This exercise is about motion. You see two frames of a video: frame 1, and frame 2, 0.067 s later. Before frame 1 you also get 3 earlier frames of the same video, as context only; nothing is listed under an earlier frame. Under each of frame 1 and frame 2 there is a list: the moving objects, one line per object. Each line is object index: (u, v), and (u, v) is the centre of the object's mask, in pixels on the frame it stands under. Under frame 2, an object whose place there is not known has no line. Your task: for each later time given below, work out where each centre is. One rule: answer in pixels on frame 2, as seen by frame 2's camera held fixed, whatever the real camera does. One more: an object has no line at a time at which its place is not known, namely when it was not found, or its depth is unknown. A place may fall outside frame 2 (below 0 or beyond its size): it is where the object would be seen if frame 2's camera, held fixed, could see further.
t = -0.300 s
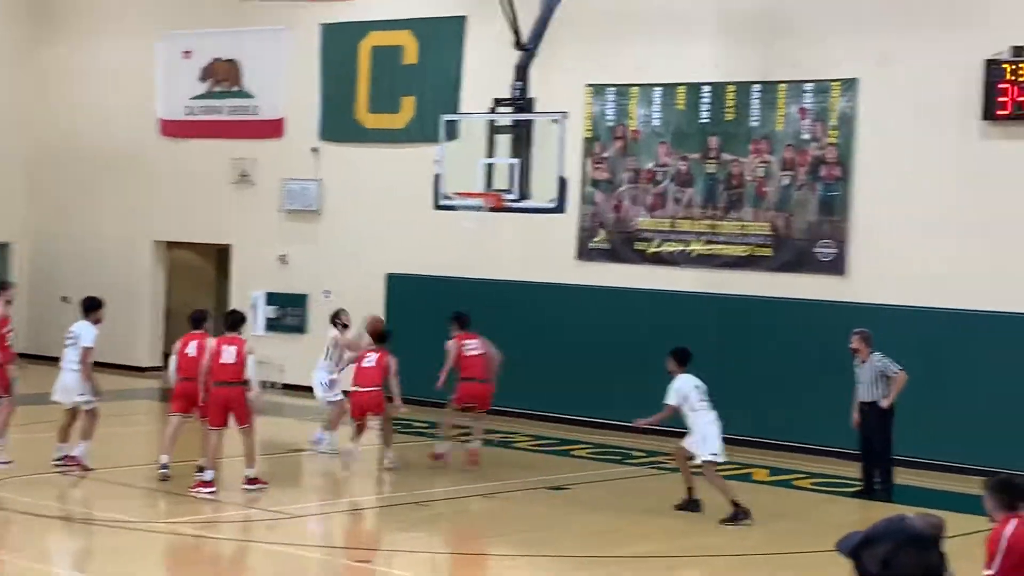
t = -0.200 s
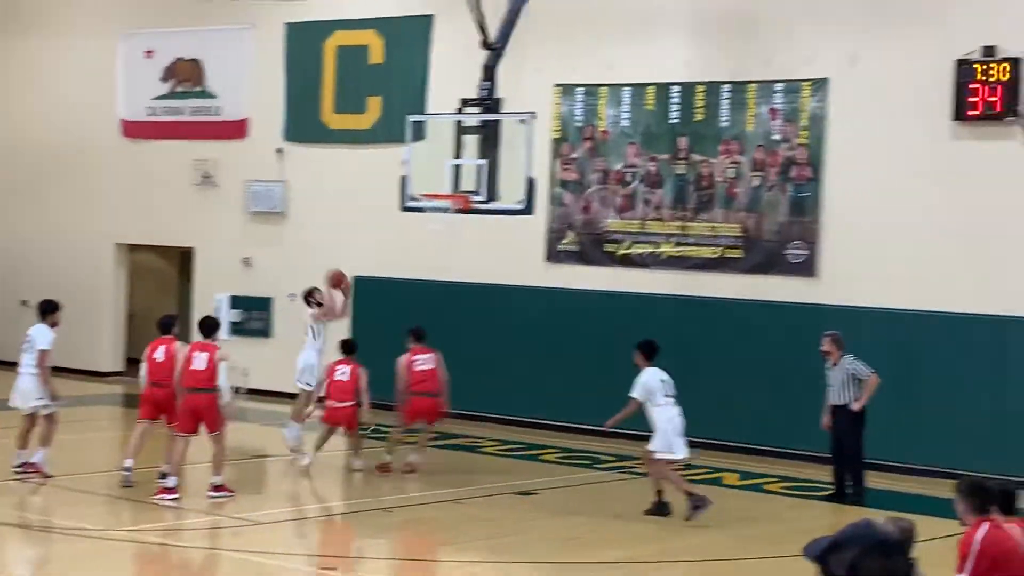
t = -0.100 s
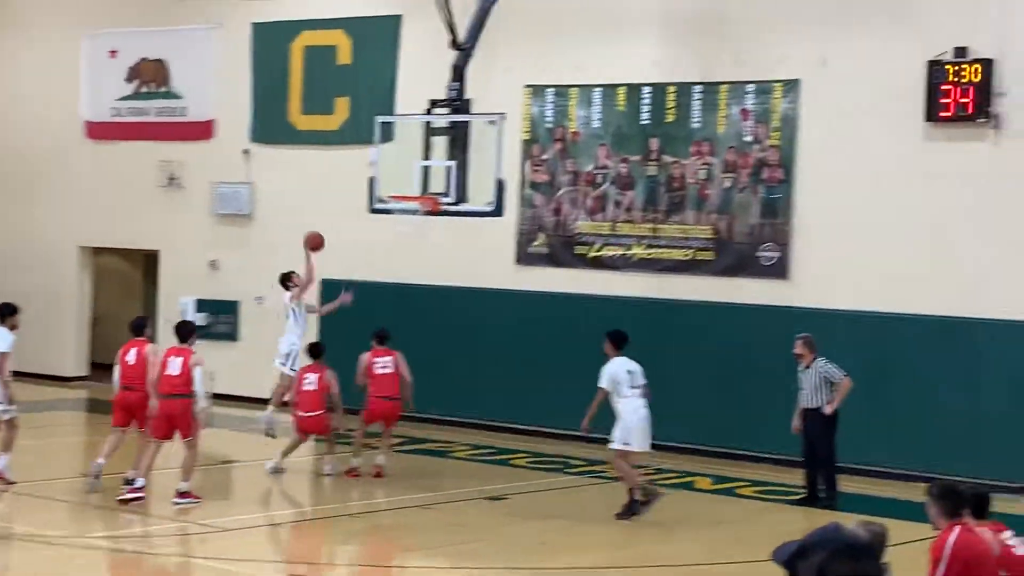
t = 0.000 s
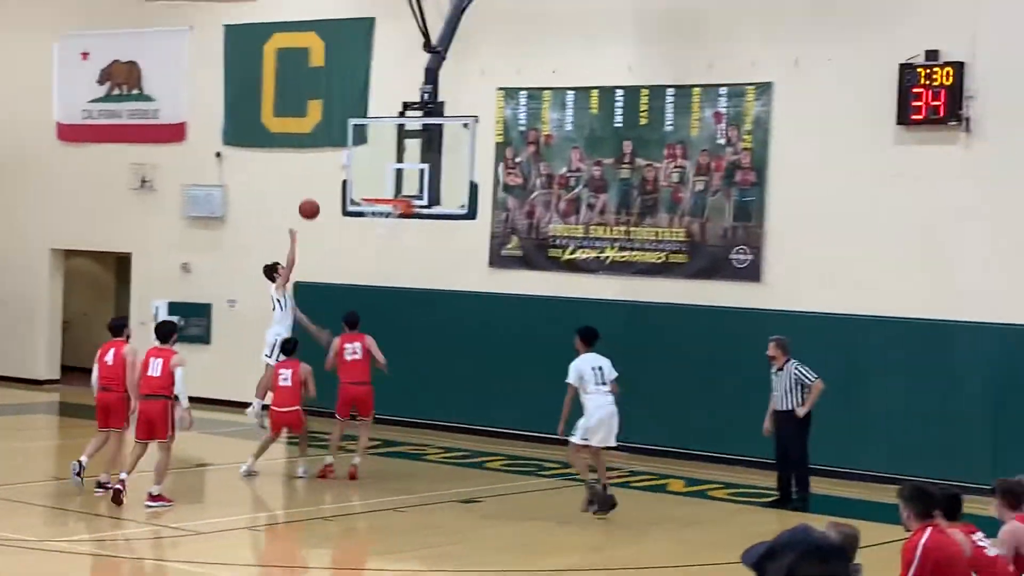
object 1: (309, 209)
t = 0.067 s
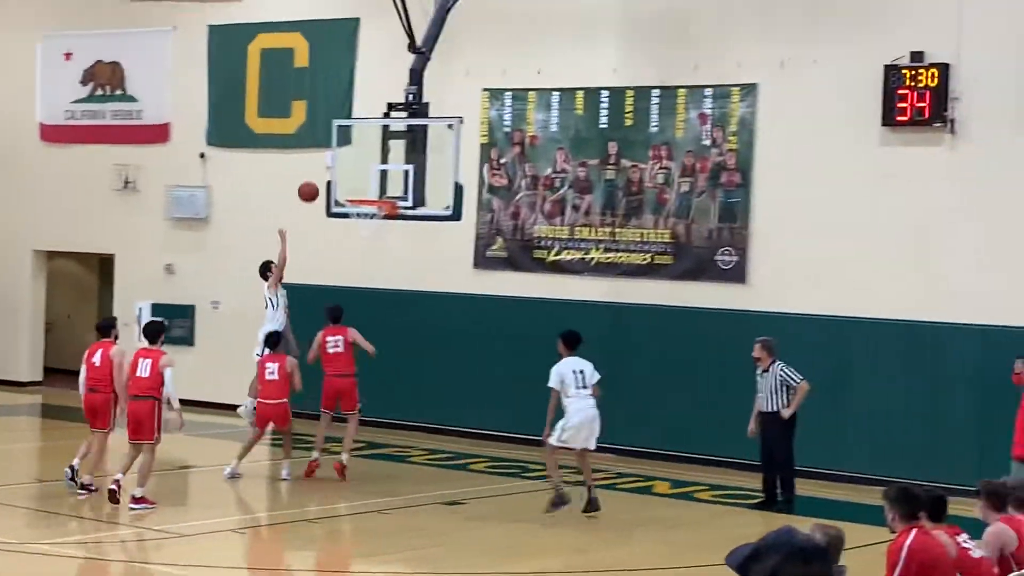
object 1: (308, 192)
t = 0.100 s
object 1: (316, 184)
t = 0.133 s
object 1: (323, 177)
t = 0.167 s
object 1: (331, 171)
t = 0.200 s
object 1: (338, 166)
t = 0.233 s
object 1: (346, 162)
